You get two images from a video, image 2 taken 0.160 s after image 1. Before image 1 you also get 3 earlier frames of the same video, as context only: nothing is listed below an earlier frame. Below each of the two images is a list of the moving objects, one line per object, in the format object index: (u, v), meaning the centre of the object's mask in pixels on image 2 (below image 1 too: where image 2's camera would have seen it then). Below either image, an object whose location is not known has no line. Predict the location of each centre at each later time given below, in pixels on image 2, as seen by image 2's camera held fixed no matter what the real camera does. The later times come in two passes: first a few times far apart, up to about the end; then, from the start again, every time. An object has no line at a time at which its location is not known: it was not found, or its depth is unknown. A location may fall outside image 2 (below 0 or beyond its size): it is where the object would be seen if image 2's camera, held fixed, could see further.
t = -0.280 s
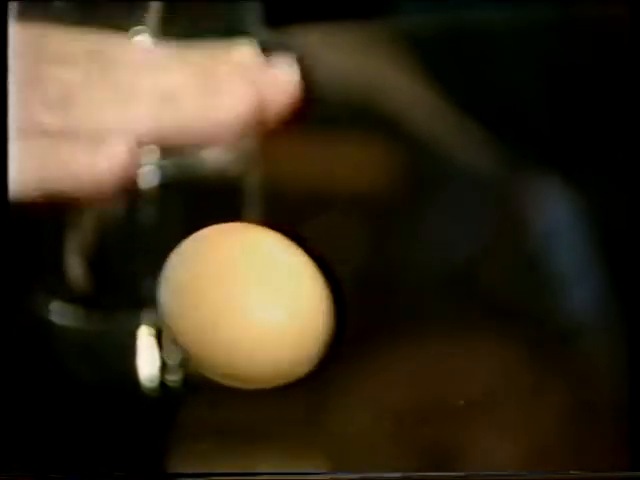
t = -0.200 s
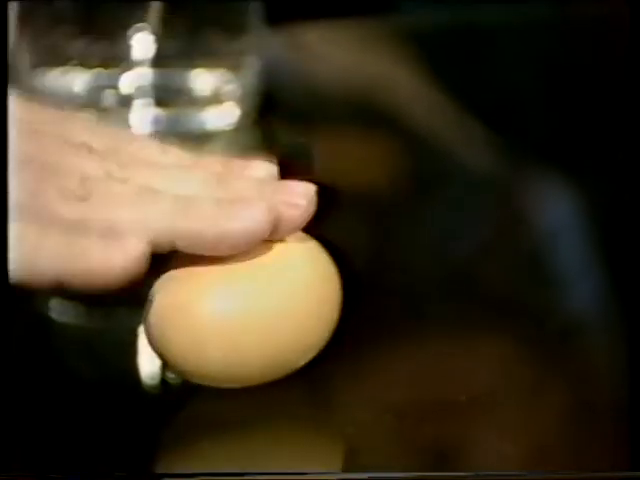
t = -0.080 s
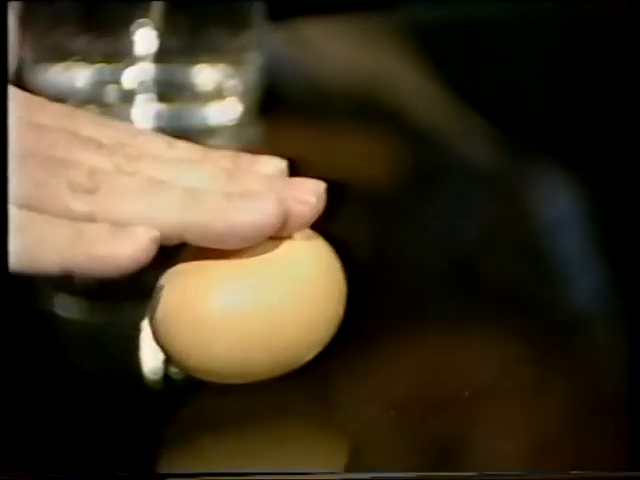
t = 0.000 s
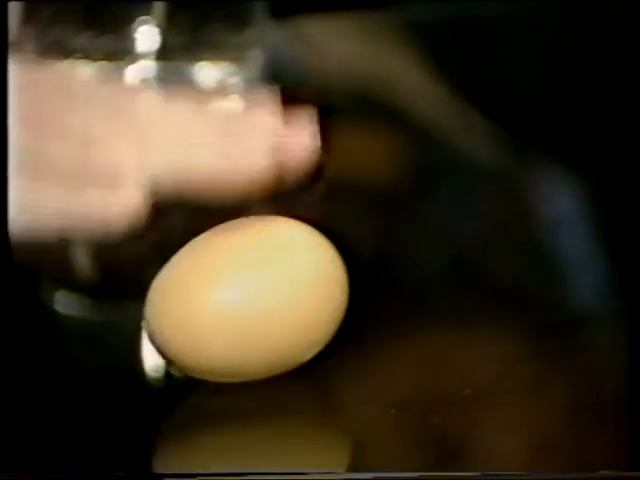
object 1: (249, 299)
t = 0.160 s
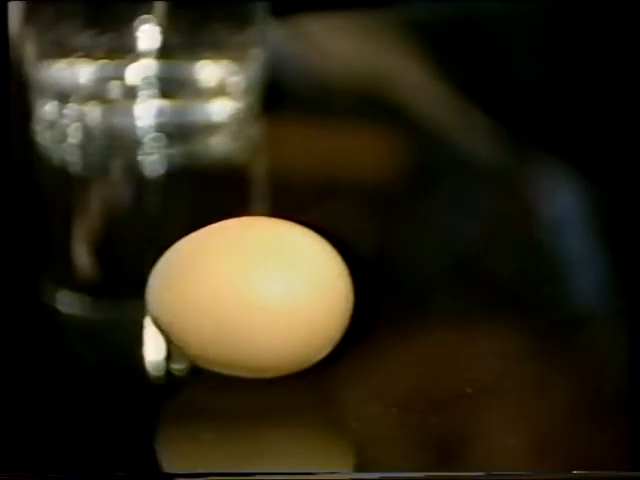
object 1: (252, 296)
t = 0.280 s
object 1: (256, 296)
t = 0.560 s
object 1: (251, 295)
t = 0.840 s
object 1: (244, 294)
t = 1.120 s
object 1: (255, 289)
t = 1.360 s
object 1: (253, 285)
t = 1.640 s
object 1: (243, 283)
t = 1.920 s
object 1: (242, 282)
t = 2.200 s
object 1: (247, 273)
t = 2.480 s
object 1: (247, 274)
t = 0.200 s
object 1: (254, 296)
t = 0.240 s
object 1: (256, 295)
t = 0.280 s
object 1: (256, 296)
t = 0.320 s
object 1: (255, 296)
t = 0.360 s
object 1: (251, 297)
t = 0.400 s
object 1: (251, 296)
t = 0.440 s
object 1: (250, 296)
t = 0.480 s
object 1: (250, 296)
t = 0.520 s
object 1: (250, 295)
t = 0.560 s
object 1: (251, 295)
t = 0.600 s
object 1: (252, 295)
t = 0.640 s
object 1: (253, 294)
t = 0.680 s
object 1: (254, 293)
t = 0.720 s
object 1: (255, 293)
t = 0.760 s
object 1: (252, 294)
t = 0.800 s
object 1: (248, 294)
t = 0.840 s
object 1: (244, 294)
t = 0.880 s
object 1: (243, 292)
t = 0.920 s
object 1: (244, 291)
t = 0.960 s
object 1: (247, 290)
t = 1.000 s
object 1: (252, 289)
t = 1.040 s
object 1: (255, 289)
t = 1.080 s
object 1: (256, 289)
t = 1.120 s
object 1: (255, 289)
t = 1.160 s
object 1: (254, 289)
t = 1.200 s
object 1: (252, 289)
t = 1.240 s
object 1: (250, 288)
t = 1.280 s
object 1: (250, 287)
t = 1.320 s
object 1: (251, 287)
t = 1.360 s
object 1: (253, 285)
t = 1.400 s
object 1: (255, 284)
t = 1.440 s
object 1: (257, 284)
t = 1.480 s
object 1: (258, 284)
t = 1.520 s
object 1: (254, 285)
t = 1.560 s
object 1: (249, 285)
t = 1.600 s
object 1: (245, 284)
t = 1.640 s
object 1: (243, 283)
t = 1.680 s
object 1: (245, 282)
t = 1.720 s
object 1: (247, 281)
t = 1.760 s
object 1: (249, 282)
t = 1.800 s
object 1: (249, 283)
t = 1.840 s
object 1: (246, 283)
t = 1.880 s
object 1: (243, 283)
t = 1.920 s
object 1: (242, 282)
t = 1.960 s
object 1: (241, 282)
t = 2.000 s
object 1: (242, 280)
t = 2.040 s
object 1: (242, 278)
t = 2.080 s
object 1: (243, 276)
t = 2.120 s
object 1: (244, 275)
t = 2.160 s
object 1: (245, 273)
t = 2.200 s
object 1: (247, 273)
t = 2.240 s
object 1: (248, 274)
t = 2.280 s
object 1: (245, 276)
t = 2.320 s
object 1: (242, 277)
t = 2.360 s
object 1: (240, 276)
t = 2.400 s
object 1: (241, 276)
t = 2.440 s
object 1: (244, 275)
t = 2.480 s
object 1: (247, 274)
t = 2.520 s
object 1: (249, 273)
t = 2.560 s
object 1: (251, 273)
